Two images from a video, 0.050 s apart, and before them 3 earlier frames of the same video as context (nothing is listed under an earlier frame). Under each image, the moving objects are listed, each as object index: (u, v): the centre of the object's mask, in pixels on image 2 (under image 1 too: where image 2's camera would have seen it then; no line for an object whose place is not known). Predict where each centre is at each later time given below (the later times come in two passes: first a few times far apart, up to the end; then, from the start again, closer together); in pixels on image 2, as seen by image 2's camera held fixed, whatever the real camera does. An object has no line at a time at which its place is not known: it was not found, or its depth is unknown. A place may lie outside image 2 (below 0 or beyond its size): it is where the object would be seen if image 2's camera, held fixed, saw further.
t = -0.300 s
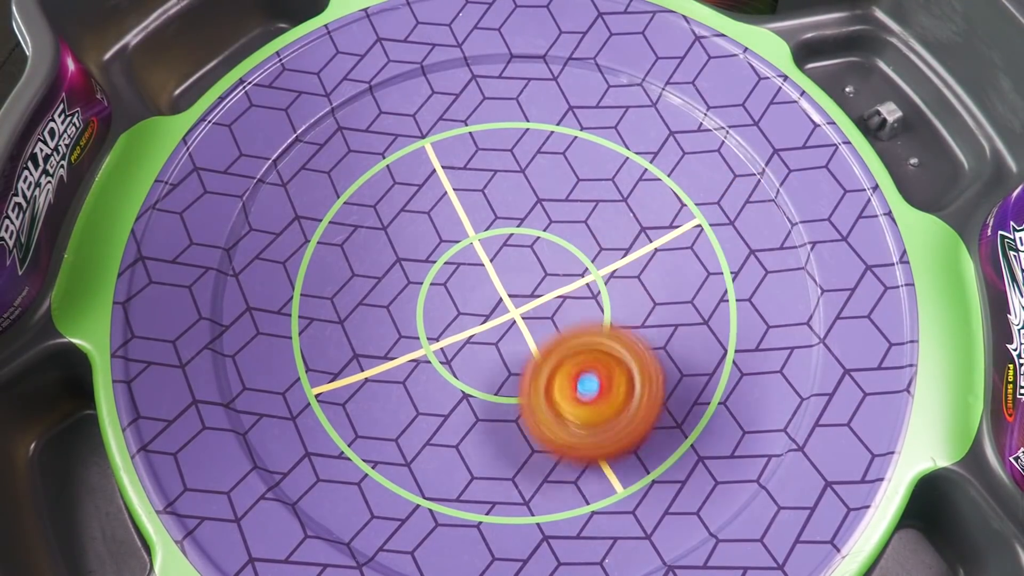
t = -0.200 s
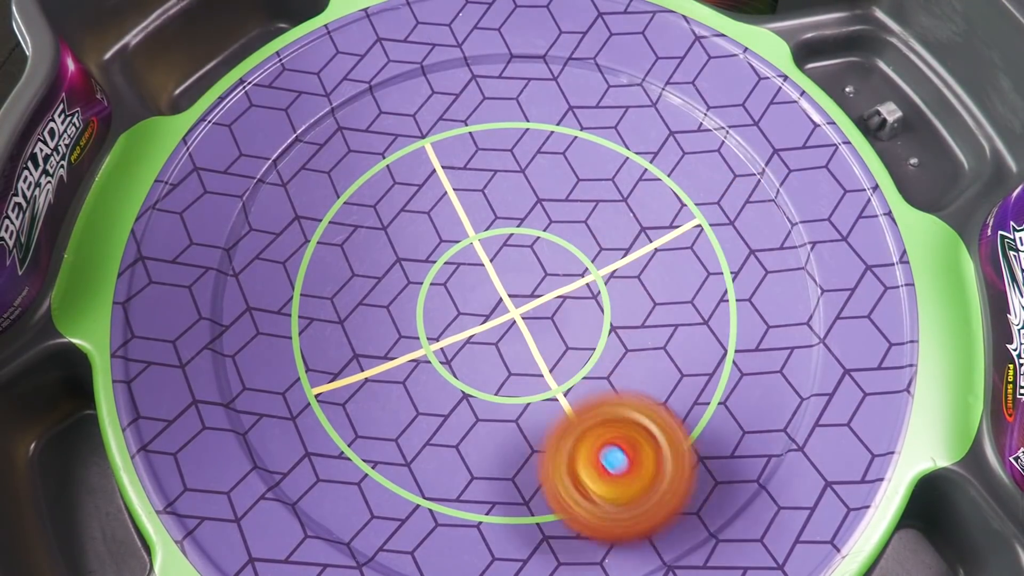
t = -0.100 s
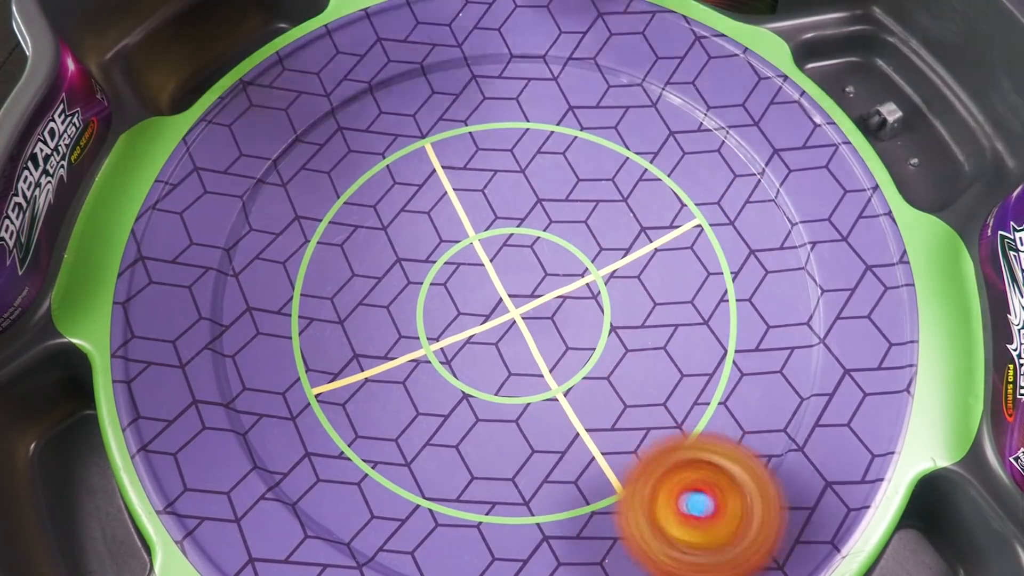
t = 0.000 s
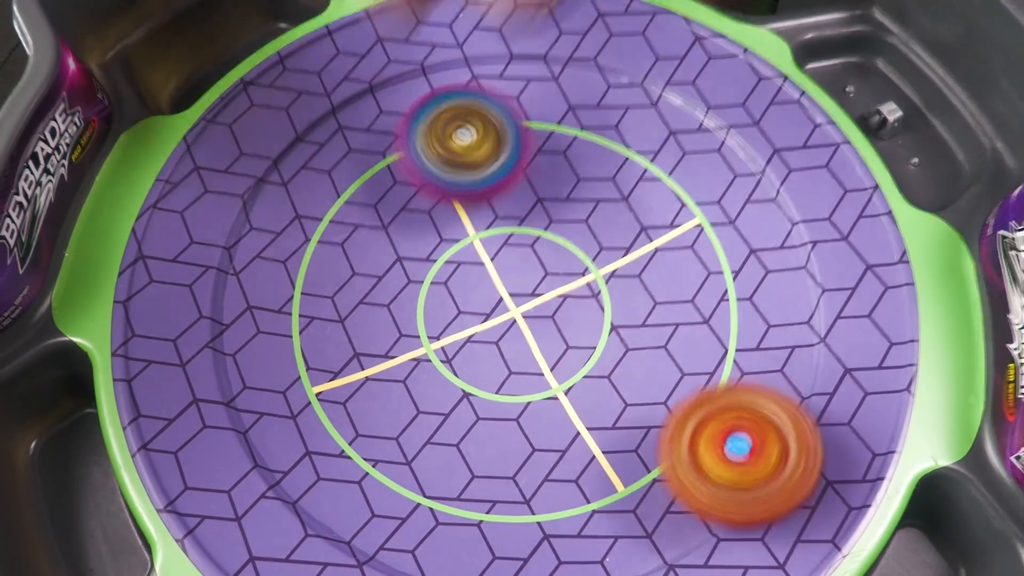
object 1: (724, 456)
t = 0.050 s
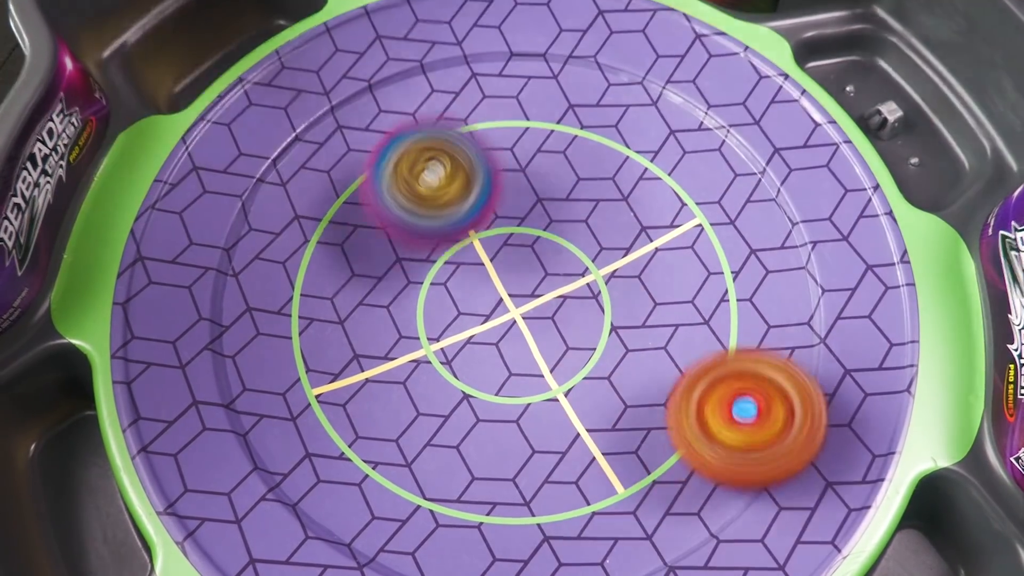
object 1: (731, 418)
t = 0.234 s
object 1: (672, 330)
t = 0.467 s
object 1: (442, 352)
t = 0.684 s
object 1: (378, 497)
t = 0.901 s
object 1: (578, 526)
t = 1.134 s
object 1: (594, 304)
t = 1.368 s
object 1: (388, 215)
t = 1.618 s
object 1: (277, 462)
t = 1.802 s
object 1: (495, 509)
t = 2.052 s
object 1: (608, 204)
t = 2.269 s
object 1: (357, 61)
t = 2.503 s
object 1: (216, 290)
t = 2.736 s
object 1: (488, 394)
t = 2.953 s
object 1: (633, 160)
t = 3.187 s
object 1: (434, 57)
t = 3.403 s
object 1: (330, 215)
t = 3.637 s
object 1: (609, 372)
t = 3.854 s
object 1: (761, 156)
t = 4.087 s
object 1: (539, 43)
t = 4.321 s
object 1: (337, 202)
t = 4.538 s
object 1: (533, 438)
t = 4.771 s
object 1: (831, 274)
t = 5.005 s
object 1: (770, 45)
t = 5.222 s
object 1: (543, 94)
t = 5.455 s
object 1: (432, 354)
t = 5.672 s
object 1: (648, 504)
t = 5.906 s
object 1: (769, 337)
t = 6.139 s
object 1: (570, 200)
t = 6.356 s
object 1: (358, 302)
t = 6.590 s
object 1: (424, 492)
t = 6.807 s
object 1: (608, 406)
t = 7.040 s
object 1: (525, 213)
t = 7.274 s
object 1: (334, 192)
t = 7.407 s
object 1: (291, 284)
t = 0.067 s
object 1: (735, 407)
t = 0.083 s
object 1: (733, 398)
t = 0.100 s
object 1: (733, 388)
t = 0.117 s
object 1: (730, 380)
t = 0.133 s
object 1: (722, 372)
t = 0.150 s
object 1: (716, 362)
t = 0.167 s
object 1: (710, 356)
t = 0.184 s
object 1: (701, 348)
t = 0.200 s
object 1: (694, 342)
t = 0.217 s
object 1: (683, 336)
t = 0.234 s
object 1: (672, 330)
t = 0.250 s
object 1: (669, 325)
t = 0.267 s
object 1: (643, 322)
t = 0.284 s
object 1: (628, 319)
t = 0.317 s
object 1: (597, 315)
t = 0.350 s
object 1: (560, 316)
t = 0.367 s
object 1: (544, 318)
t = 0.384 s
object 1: (527, 321)
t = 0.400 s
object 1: (507, 325)
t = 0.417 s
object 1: (489, 332)
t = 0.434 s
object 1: (471, 338)
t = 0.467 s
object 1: (442, 352)
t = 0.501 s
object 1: (412, 370)
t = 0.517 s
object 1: (399, 381)
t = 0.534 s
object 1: (387, 390)
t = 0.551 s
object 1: (380, 403)
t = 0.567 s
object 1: (373, 414)
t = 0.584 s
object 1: (367, 430)
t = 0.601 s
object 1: (364, 440)
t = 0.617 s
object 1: (363, 451)
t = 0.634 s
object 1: (364, 462)
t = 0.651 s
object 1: (368, 474)
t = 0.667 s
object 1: (371, 485)
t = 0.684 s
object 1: (378, 497)
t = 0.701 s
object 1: (386, 508)
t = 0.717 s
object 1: (395, 516)
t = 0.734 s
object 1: (405, 523)
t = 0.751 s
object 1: (419, 528)
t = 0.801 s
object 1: (466, 540)
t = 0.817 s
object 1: (486, 539)
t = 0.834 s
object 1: (506, 538)
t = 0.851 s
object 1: (524, 536)
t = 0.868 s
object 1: (544, 533)
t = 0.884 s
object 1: (563, 530)
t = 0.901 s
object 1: (578, 526)
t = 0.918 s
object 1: (594, 520)
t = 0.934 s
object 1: (608, 512)
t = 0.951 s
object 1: (620, 503)
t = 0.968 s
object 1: (627, 488)
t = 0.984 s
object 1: (632, 472)
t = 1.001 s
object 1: (642, 459)
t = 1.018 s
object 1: (641, 442)
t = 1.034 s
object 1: (642, 422)
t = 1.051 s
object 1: (639, 403)
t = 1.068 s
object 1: (634, 383)
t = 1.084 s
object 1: (631, 363)
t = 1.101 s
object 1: (619, 343)
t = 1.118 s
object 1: (607, 324)
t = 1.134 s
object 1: (594, 304)
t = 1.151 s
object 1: (579, 287)
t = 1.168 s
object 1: (564, 271)
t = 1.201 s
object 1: (531, 240)
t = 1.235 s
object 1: (495, 214)
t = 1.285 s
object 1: (450, 183)
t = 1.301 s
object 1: (423, 177)
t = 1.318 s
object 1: (415, 173)
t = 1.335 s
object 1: (407, 185)
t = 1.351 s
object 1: (398, 200)
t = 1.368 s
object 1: (388, 215)
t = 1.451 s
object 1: (333, 291)
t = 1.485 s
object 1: (308, 318)
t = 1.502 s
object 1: (295, 334)
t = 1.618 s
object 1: (277, 462)
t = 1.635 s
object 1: (282, 480)
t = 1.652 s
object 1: (294, 498)
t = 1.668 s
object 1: (313, 508)
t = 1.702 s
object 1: (357, 521)
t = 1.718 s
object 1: (380, 525)
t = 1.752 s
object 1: (427, 525)
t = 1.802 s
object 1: (495, 509)
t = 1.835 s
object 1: (542, 486)
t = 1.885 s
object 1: (596, 434)
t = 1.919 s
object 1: (617, 390)
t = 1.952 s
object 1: (628, 342)
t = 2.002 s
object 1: (627, 272)
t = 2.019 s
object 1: (619, 248)
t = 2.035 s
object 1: (610, 227)
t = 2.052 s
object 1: (608, 204)
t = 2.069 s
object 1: (587, 185)
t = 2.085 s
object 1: (572, 164)
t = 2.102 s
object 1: (564, 144)
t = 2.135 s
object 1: (528, 111)
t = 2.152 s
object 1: (508, 97)
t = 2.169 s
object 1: (486, 86)
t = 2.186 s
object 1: (465, 75)
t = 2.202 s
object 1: (442, 67)
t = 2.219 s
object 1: (420, 61)
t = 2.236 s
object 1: (397, 57)
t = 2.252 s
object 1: (375, 57)
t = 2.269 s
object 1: (357, 61)
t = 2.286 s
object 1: (339, 72)
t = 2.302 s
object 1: (325, 89)
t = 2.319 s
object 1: (312, 106)
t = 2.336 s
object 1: (299, 121)
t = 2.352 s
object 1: (285, 136)
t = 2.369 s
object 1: (273, 153)
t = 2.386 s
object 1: (262, 169)
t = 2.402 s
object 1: (250, 186)
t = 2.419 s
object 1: (239, 201)
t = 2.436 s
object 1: (232, 218)
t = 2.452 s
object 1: (216, 237)
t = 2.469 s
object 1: (215, 255)
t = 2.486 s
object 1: (228, 273)
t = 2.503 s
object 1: (216, 290)
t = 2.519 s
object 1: (220, 305)
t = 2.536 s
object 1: (228, 321)
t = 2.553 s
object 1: (251, 333)
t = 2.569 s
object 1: (264, 348)
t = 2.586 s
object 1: (279, 362)
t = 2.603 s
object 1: (296, 374)
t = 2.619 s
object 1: (317, 385)
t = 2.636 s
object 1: (339, 395)
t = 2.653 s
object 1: (364, 401)
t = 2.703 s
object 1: (440, 405)
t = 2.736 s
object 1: (488, 394)
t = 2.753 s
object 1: (513, 385)
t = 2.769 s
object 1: (535, 371)
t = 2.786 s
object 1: (555, 357)
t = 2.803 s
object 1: (573, 341)
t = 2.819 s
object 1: (590, 324)
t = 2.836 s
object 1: (602, 306)
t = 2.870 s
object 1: (622, 266)
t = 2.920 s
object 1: (635, 202)
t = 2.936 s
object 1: (635, 182)
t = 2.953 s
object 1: (633, 160)
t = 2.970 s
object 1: (628, 141)
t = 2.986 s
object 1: (621, 121)
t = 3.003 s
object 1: (611, 102)
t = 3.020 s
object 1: (600, 84)
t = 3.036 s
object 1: (587, 69)
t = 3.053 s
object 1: (574, 54)
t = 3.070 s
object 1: (558, 43)
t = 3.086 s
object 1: (542, 37)
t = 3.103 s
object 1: (524, 36)
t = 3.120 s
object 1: (505, 36)
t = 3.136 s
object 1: (487, 39)
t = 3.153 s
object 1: (469, 45)
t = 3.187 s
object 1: (434, 57)
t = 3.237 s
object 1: (385, 82)
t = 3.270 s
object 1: (359, 100)
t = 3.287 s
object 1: (349, 110)
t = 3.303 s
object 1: (340, 122)
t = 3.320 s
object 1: (334, 134)
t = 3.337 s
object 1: (330, 147)
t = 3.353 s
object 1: (328, 162)
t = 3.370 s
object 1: (327, 177)
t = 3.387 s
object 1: (327, 194)
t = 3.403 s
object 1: (330, 215)
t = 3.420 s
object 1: (336, 238)
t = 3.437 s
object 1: (345, 261)
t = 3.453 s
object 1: (357, 280)
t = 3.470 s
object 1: (371, 299)
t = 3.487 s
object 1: (388, 316)
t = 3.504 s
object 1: (407, 333)
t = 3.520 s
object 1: (428, 348)
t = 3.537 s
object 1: (452, 359)
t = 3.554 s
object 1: (477, 369)
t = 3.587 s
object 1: (530, 379)
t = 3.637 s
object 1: (609, 372)
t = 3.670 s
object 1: (654, 353)
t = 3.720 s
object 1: (709, 311)
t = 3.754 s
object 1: (736, 276)
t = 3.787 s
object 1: (752, 236)
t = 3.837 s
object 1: (761, 176)
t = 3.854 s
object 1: (761, 156)
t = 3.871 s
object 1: (758, 137)
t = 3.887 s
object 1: (748, 118)
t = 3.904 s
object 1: (736, 105)
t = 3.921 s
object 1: (719, 96)
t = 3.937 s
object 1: (700, 90)
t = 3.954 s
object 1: (681, 81)
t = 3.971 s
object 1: (663, 74)
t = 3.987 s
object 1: (644, 66)
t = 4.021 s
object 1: (611, 54)
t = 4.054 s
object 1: (578, 48)
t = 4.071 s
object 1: (563, 46)
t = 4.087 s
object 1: (539, 43)
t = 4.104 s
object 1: (517, 41)
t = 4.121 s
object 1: (495, 41)
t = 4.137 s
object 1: (474, 42)
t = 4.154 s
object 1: (454, 46)
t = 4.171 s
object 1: (435, 51)
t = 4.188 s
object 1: (419, 58)
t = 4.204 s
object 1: (402, 71)
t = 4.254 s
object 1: (364, 117)
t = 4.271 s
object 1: (354, 136)
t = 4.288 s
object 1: (346, 156)
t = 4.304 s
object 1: (341, 178)
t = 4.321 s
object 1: (337, 202)
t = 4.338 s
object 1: (337, 227)
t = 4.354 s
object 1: (339, 251)
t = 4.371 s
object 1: (345, 273)
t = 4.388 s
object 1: (352, 296)
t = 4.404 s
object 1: (363, 318)
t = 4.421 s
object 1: (376, 341)
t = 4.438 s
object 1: (391, 359)
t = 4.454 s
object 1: (410, 378)
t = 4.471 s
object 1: (431, 395)
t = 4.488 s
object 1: (455, 411)
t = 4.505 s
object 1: (480, 422)
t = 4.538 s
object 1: (533, 438)
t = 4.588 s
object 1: (616, 439)
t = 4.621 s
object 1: (669, 426)
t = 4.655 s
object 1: (716, 405)
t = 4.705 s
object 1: (772, 358)
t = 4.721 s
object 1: (785, 341)
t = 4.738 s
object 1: (798, 323)
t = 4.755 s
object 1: (821, 299)
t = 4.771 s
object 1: (831, 274)
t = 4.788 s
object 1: (831, 247)
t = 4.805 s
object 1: (831, 223)
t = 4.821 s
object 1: (828, 203)
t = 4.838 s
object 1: (827, 184)
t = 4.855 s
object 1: (827, 164)
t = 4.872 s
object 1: (824, 146)
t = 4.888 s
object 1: (821, 129)
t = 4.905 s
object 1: (818, 111)
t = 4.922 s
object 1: (814, 97)
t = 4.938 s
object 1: (807, 84)
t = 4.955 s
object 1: (800, 70)
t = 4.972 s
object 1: (793, 58)
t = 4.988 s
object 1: (784, 50)
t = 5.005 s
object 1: (770, 45)
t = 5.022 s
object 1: (756, 40)
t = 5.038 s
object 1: (739, 37)
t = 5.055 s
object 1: (719, 37)
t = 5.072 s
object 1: (699, 38)
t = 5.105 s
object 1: (663, 43)
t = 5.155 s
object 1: (613, 57)
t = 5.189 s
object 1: (578, 73)
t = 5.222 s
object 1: (543, 94)
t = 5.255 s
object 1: (509, 118)
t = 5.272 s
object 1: (494, 133)
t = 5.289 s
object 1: (480, 149)
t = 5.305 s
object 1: (467, 167)
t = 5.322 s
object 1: (455, 186)
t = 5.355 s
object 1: (437, 224)
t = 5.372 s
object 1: (431, 245)
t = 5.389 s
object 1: (426, 267)
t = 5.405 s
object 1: (423, 288)
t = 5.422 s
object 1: (424, 310)
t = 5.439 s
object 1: (427, 332)
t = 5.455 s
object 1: (432, 354)
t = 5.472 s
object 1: (438, 374)
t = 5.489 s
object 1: (448, 394)
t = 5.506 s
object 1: (459, 413)
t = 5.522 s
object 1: (471, 431)
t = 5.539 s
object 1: (486, 445)
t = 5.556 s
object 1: (503, 460)
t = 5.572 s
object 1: (520, 473)
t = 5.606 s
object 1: (562, 491)
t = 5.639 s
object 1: (605, 501)
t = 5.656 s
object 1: (627, 504)
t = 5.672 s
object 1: (648, 504)
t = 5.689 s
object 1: (670, 503)
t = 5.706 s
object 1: (691, 501)
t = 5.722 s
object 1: (709, 496)
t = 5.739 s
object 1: (727, 490)
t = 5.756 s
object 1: (732, 478)
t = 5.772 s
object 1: (744, 464)
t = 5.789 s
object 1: (751, 448)
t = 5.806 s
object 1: (757, 433)
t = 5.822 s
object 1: (764, 417)
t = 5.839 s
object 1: (768, 401)
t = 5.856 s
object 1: (772, 385)
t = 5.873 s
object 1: (773, 368)
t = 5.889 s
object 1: (773, 353)
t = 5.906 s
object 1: (769, 337)
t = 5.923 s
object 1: (764, 322)
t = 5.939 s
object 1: (757, 306)
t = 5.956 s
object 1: (749, 292)
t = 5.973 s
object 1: (738, 278)
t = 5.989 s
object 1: (725, 266)
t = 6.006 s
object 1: (710, 254)
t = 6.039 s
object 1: (676, 233)
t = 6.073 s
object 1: (638, 216)
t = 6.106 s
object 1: (610, 204)
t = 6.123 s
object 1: (590, 202)
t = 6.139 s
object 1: (570, 200)
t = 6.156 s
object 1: (551, 201)
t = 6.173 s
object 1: (532, 203)
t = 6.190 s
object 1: (514, 206)
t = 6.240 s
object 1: (461, 223)
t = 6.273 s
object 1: (429, 242)
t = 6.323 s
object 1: (391, 276)
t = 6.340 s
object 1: (370, 289)
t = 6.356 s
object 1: (358, 302)
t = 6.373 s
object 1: (352, 316)
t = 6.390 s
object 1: (347, 330)
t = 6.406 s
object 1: (342, 345)
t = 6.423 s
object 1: (338, 359)
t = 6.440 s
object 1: (338, 375)
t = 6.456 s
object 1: (341, 391)
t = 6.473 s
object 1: (346, 407)
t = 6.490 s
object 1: (353, 421)
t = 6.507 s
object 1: (361, 439)
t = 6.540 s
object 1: (382, 464)
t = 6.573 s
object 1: (408, 484)
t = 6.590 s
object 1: (424, 492)
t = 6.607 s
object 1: (440, 498)
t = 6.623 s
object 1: (456, 502)
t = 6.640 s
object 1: (473, 503)
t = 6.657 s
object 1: (489, 501)
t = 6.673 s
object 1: (506, 496)
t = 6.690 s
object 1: (523, 489)
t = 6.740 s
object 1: (568, 461)
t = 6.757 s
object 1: (581, 449)
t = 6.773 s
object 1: (592, 436)
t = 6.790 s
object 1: (601, 422)
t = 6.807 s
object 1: (608, 406)
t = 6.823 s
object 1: (613, 391)
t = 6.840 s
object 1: (616, 374)
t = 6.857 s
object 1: (617, 358)
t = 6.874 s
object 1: (616, 343)
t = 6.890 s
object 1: (614, 327)
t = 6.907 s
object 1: (609, 312)
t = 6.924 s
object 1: (604, 297)
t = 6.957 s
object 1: (585, 269)
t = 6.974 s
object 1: (575, 256)
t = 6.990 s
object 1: (563, 244)
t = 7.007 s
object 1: (551, 232)
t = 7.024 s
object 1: (539, 222)
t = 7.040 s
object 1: (525, 213)
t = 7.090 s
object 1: (484, 191)
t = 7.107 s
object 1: (470, 187)
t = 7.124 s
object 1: (455, 182)
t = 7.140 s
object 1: (440, 179)
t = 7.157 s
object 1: (426, 176)
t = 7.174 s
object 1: (412, 176)
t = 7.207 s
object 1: (382, 175)
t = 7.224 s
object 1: (370, 178)
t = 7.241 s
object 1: (357, 181)
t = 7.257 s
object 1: (345, 185)
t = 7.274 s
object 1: (334, 192)
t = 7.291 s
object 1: (325, 200)
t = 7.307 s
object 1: (314, 208)
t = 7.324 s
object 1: (307, 219)
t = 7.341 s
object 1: (300, 231)
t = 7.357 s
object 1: (295, 244)
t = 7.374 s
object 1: (292, 257)
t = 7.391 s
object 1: (291, 270)
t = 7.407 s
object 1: (291, 284)
